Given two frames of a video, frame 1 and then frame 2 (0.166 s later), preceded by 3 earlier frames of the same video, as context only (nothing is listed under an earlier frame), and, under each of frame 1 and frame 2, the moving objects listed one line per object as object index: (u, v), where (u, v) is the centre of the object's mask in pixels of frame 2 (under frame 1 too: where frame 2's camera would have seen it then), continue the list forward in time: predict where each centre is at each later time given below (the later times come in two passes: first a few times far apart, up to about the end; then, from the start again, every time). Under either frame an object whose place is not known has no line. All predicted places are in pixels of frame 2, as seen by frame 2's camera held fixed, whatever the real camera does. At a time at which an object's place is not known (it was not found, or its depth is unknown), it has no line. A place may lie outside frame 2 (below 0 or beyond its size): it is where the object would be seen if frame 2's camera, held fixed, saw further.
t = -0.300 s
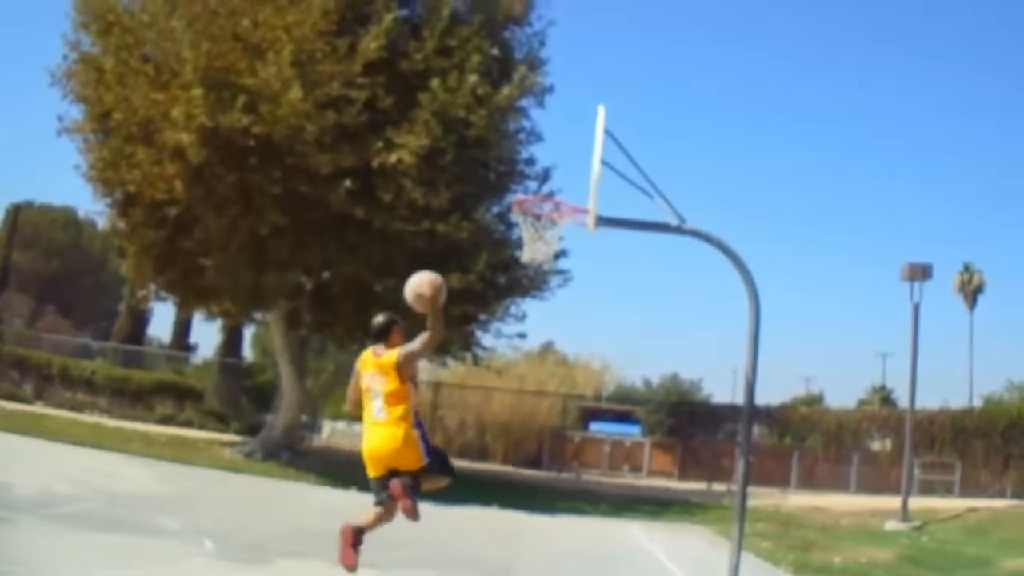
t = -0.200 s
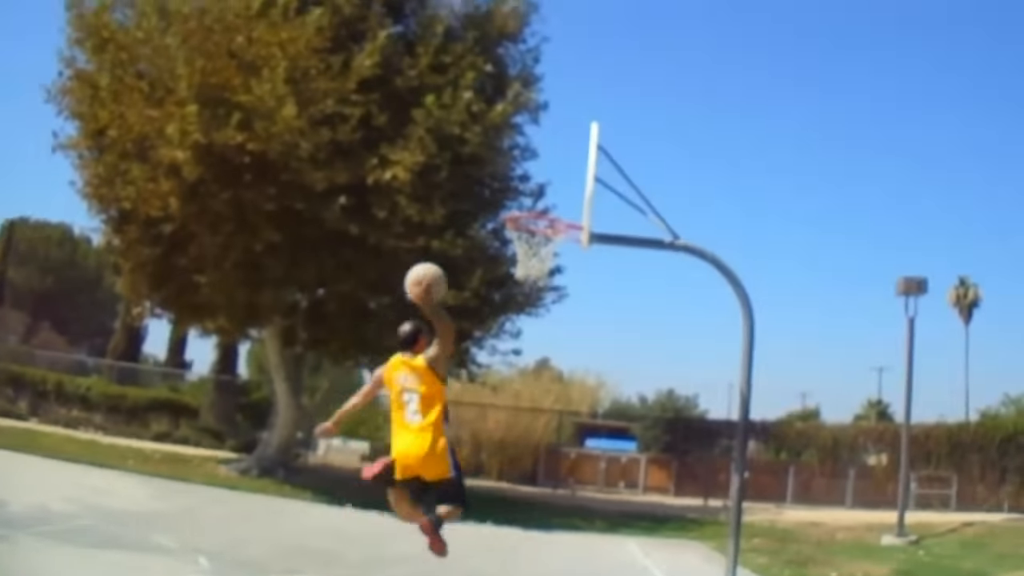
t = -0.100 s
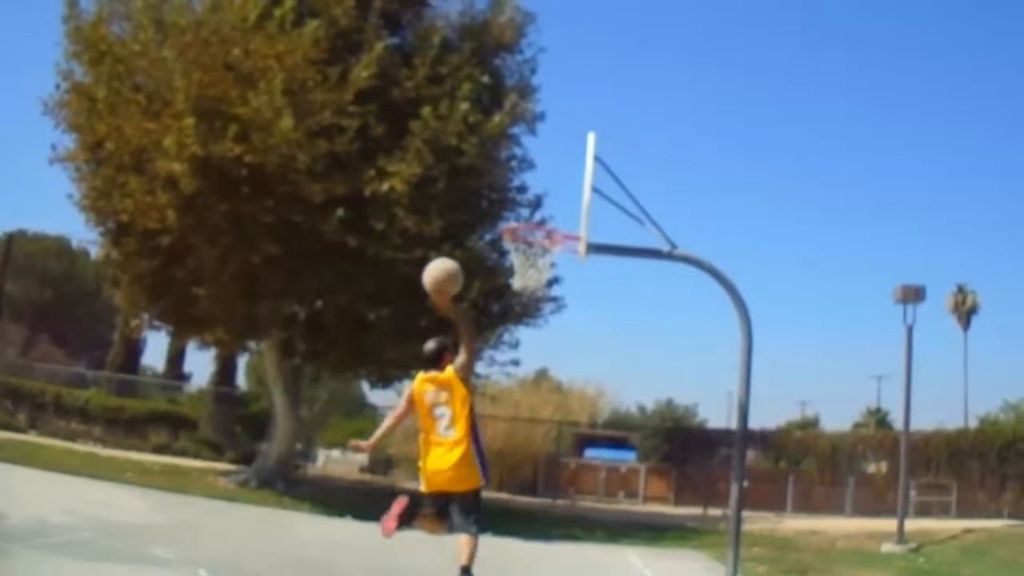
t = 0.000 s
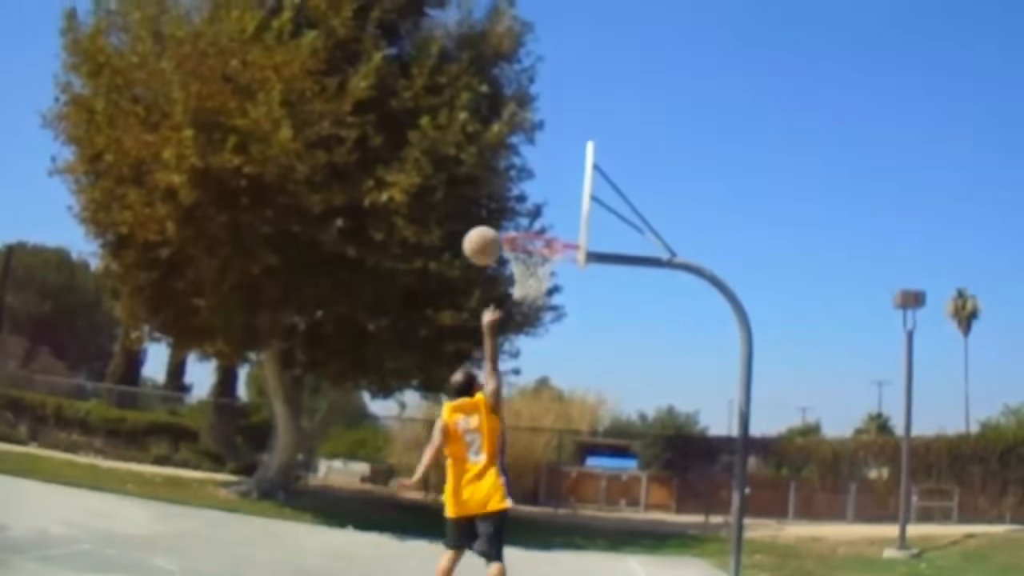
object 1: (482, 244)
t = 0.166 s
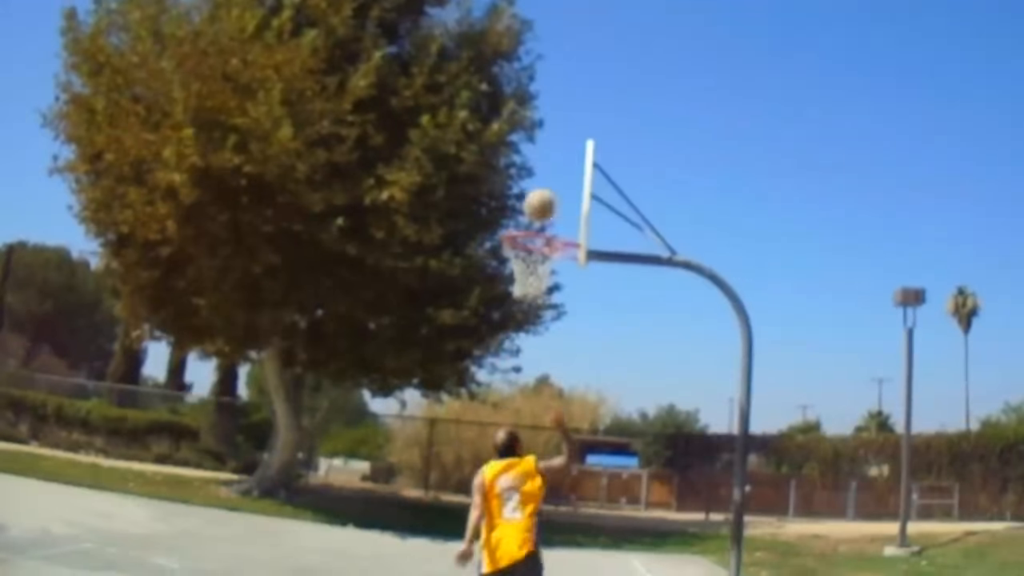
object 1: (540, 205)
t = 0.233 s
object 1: (560, 201)
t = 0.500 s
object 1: (528, 240)
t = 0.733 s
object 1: (545, 261)
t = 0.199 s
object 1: (550, 202)
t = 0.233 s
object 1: (560, 201)
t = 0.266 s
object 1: (568, 202)
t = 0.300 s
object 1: (564, 204)
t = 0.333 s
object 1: (558, 207)
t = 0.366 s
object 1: (551, 211)
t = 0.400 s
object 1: (544, 219)
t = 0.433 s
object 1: (537, 224)
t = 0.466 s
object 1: (531, 234)
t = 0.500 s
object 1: (528, 240)
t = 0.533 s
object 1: (528, 237)
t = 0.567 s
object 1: (529, 239)
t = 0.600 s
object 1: (533, 241)
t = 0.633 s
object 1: (539, 246)
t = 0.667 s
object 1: (547, 251)
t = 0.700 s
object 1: (550, 257)
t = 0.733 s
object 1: (545, 261)
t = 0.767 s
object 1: (542, 269)
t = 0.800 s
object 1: (536, 276)
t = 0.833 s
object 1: (533, 283)
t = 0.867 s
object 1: (529, 290)
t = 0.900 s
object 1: (525, 301)
